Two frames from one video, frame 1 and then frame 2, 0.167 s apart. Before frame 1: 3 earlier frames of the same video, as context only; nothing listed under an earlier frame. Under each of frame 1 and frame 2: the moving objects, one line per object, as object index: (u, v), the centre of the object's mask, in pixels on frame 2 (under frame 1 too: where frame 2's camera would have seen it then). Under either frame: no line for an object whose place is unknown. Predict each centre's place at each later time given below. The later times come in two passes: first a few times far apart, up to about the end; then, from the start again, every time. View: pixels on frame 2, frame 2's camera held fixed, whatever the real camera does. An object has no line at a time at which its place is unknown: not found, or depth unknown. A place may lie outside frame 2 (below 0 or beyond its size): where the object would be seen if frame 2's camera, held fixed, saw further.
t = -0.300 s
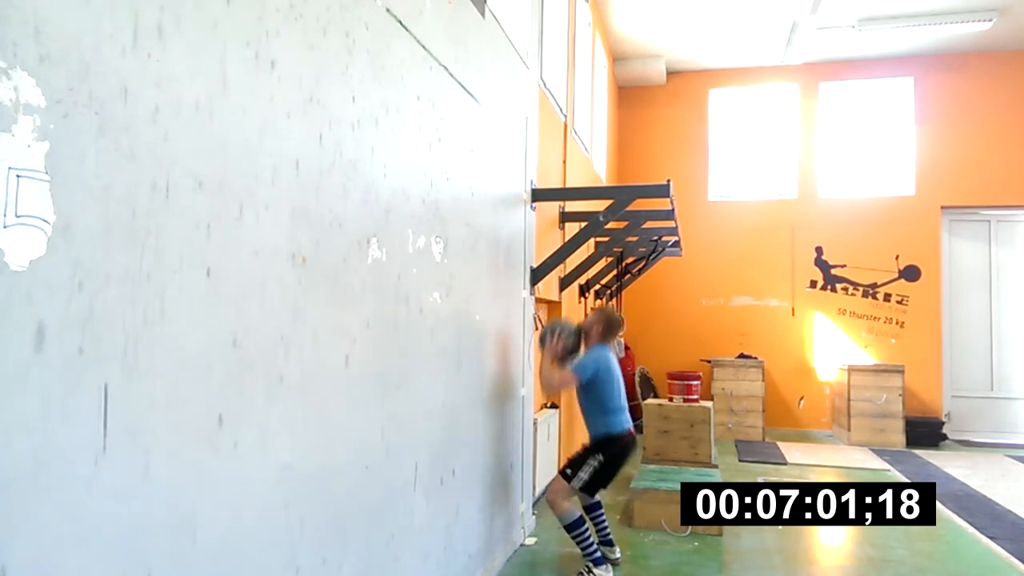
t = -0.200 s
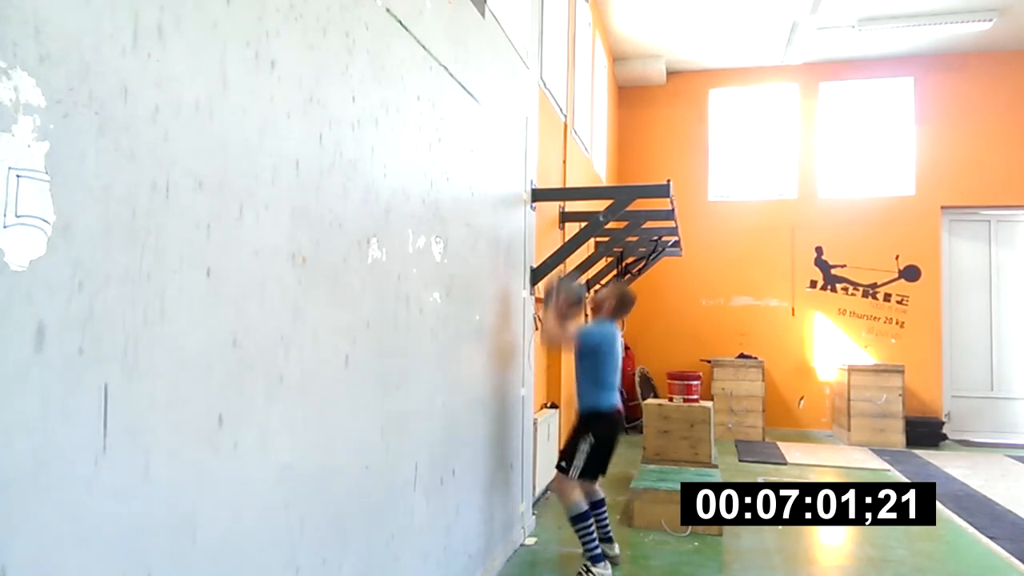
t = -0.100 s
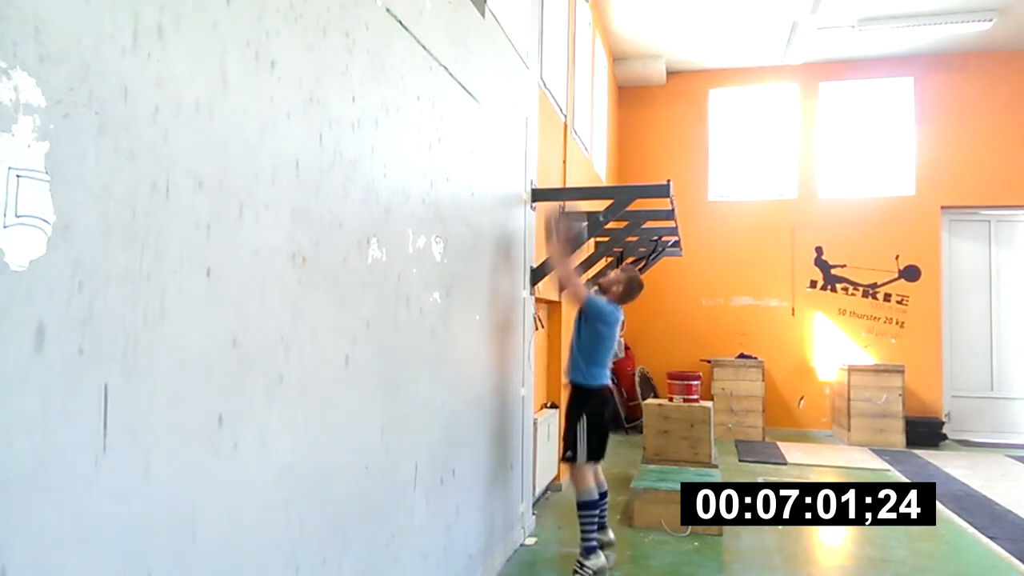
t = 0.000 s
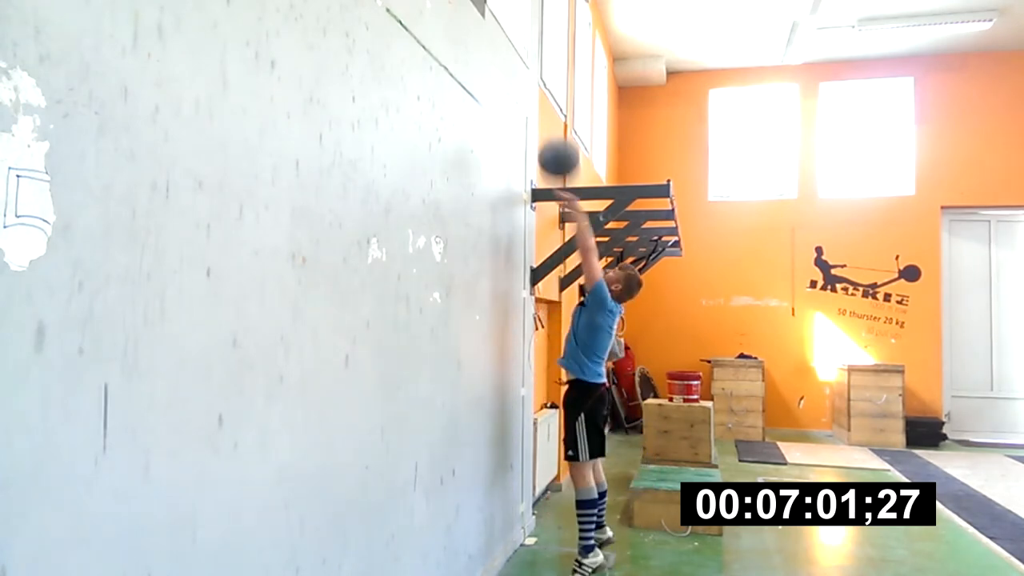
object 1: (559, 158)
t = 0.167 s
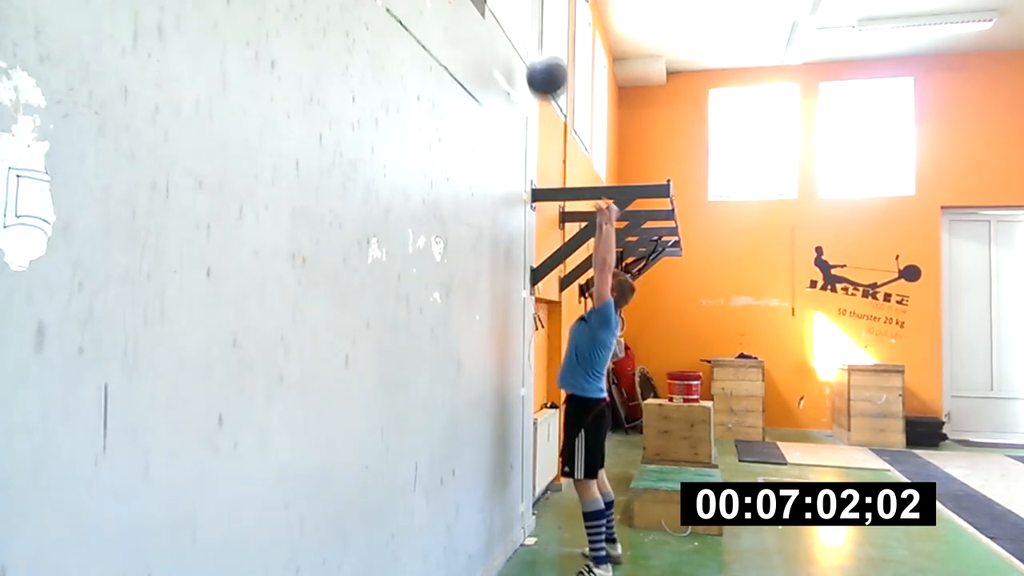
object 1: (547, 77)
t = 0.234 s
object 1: (543, 60)
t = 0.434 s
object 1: (533, 43)
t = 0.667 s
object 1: (546, 101)
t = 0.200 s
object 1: (545, 67)
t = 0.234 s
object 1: (543, 60)
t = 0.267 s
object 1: (541, 53)
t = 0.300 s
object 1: (538, 47)
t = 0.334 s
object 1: (536, 44)
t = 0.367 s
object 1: (533, 42)
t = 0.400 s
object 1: (531, 42)
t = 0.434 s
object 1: (533, 43)
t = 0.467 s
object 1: (536, 47)
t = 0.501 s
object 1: (538, 52)
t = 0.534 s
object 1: (539, 58)
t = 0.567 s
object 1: (541, 68)
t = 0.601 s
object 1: (543, 79)
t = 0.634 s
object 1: (545, 90)
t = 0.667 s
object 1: (546, 101)
